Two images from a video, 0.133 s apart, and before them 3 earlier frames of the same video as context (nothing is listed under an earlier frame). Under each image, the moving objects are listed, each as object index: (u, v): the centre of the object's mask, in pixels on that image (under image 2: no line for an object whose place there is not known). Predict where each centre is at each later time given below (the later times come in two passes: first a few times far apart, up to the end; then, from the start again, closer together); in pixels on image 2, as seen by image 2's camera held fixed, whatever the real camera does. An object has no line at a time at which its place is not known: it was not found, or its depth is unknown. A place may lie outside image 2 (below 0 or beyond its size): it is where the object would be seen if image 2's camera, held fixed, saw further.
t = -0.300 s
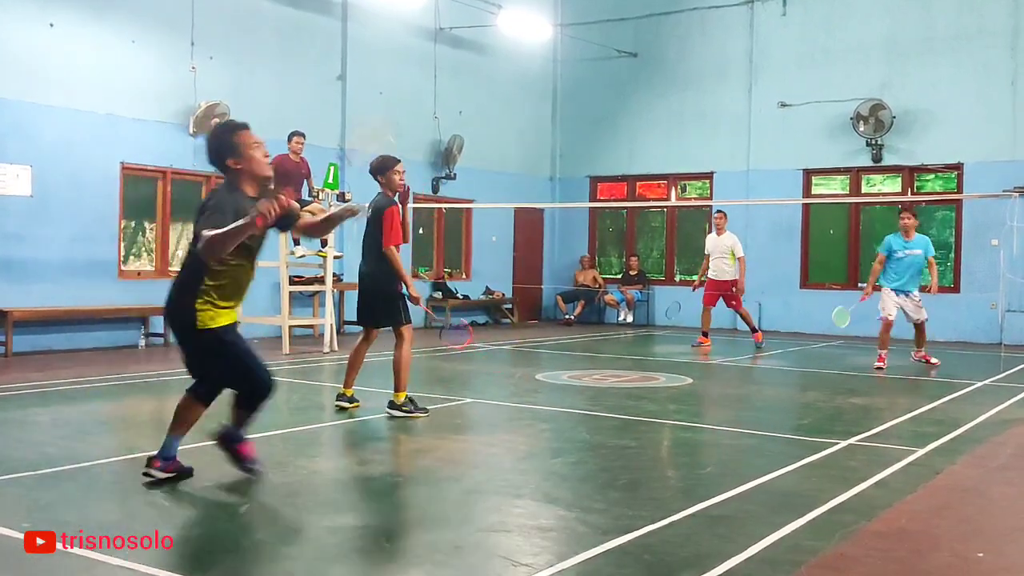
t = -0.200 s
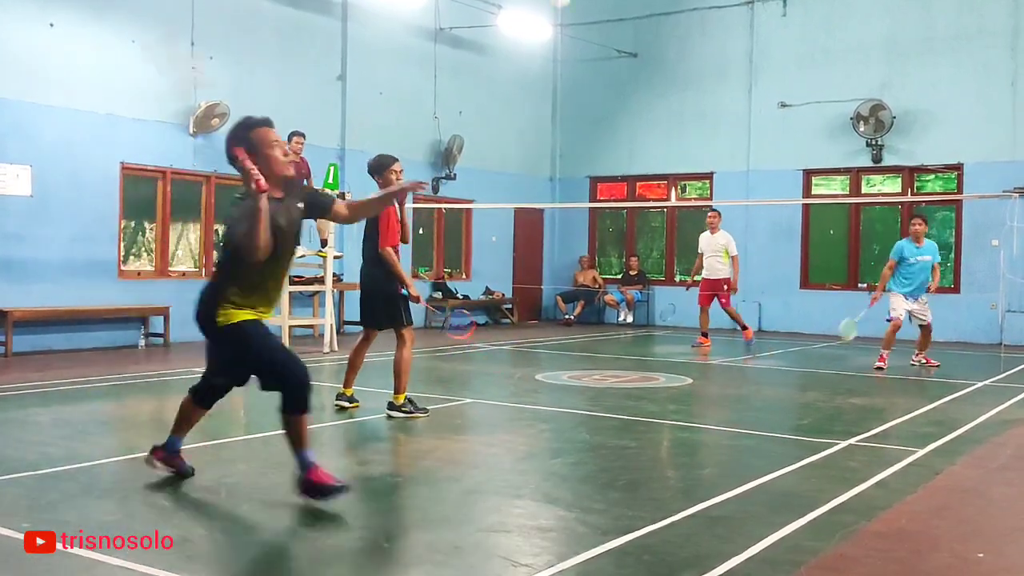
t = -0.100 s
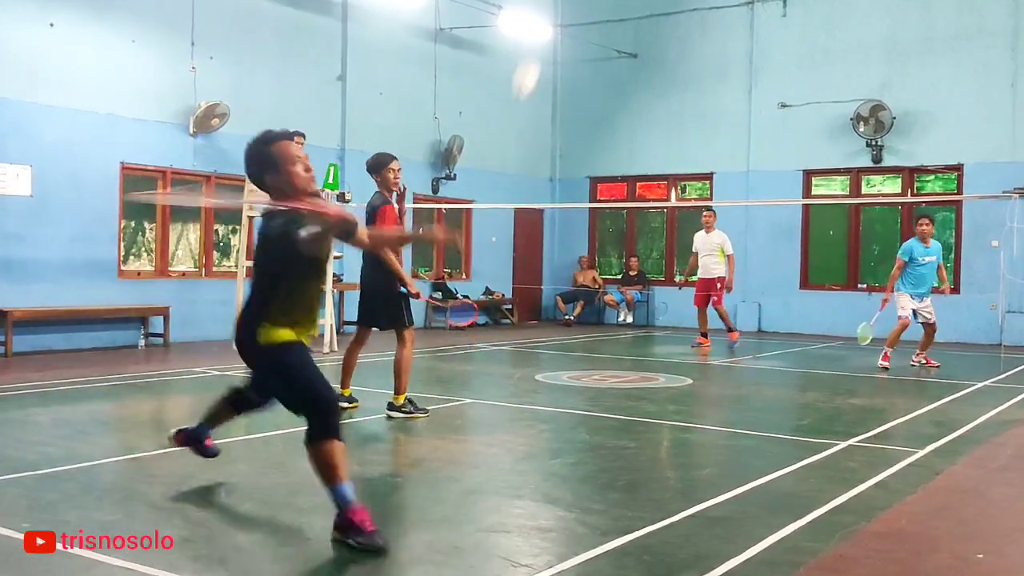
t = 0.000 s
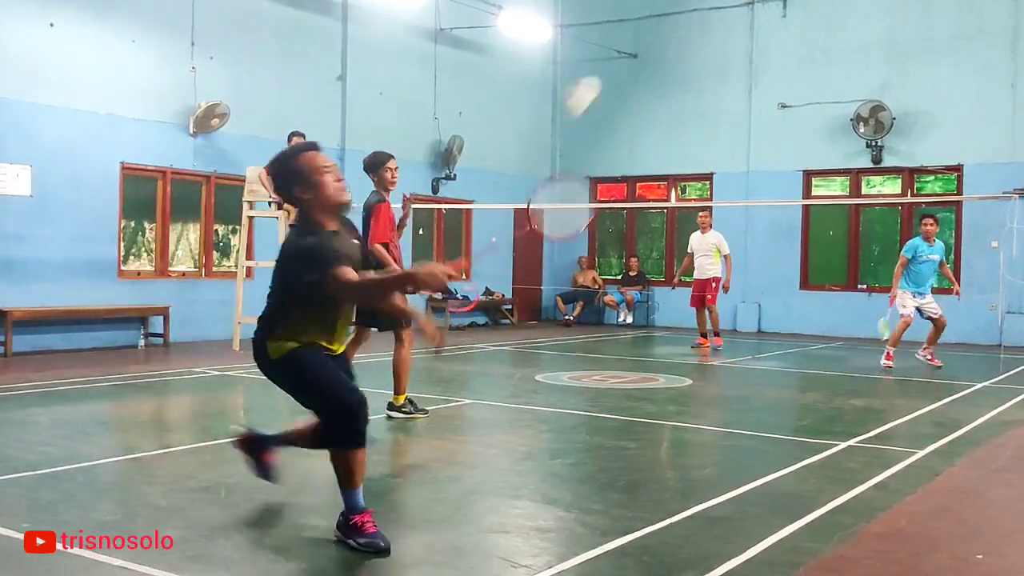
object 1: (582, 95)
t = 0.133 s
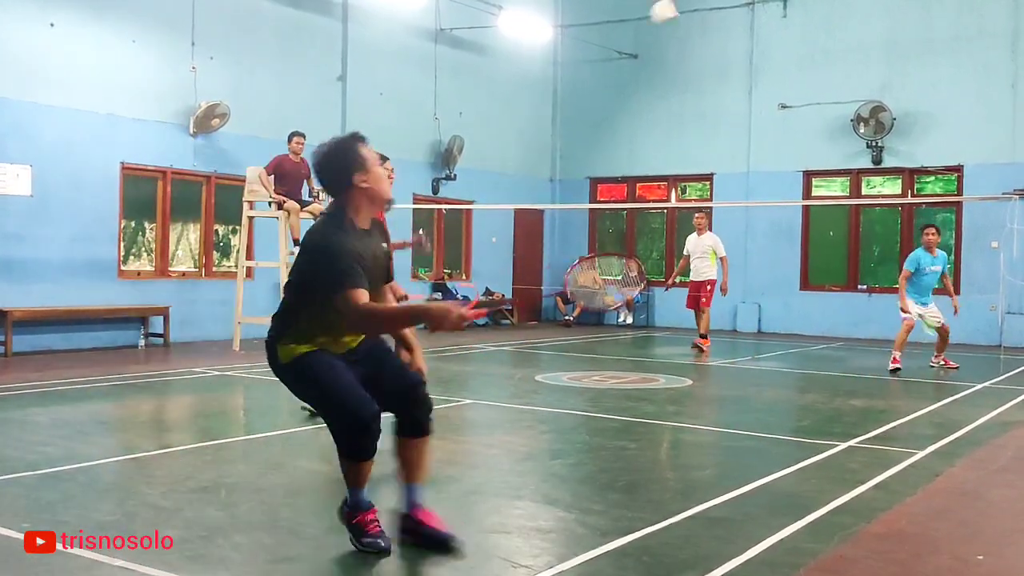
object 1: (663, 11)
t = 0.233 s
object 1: (713, 13)
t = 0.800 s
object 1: (838, 275)
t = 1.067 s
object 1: (853, 409)
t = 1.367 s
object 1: (850, 412)
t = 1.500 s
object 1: (849, 418)
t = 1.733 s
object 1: (849, 424)
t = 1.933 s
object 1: (848, 425)
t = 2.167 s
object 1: (847, 425)
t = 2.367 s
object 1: (847, 425)
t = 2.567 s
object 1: (847, 425)
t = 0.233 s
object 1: (713, 13)
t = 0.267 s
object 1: (728, 20)
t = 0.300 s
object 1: (741, 26)
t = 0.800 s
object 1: (838, 275)
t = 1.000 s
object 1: (853, 422)
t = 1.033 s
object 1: (853, 419)
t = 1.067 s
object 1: (853, 409)
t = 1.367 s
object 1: (850, 412)
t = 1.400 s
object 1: (850, 419)
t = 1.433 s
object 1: (849, 425)
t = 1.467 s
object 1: (849, 423)
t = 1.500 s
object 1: (849, 418)
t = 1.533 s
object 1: (849, 417)
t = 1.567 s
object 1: (849, 417)
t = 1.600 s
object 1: (849, 419)
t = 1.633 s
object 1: (849, 421)
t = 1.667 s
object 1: (849, 420)
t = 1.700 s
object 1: (849, 421)
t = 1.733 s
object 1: (849, 424)
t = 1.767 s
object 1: (849, 424)
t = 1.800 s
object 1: (849, 424)
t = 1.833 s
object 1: (849, 424)
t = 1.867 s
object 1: (849, 425)
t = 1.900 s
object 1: (849, 424)
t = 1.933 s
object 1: (848, 425)
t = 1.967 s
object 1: (848, 425)
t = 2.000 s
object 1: (848, 425)
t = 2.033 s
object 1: (848, 425)
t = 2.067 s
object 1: (848, 425)
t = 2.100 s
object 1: (848, 425)
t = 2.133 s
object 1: (847, 425)
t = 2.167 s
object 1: (847, 425)
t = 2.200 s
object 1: (847, 425)
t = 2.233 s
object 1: (847, 425)
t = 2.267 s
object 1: (847, 425)
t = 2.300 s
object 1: (847, 425)
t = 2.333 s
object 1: (847, 425)
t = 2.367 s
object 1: (847, 425)
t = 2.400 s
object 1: (847, 425)
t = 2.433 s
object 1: (847, 425)
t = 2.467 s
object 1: (848, 425)
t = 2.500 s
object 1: (847, 425)
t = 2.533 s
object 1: (847, 425)
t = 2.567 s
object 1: (847, 425)
